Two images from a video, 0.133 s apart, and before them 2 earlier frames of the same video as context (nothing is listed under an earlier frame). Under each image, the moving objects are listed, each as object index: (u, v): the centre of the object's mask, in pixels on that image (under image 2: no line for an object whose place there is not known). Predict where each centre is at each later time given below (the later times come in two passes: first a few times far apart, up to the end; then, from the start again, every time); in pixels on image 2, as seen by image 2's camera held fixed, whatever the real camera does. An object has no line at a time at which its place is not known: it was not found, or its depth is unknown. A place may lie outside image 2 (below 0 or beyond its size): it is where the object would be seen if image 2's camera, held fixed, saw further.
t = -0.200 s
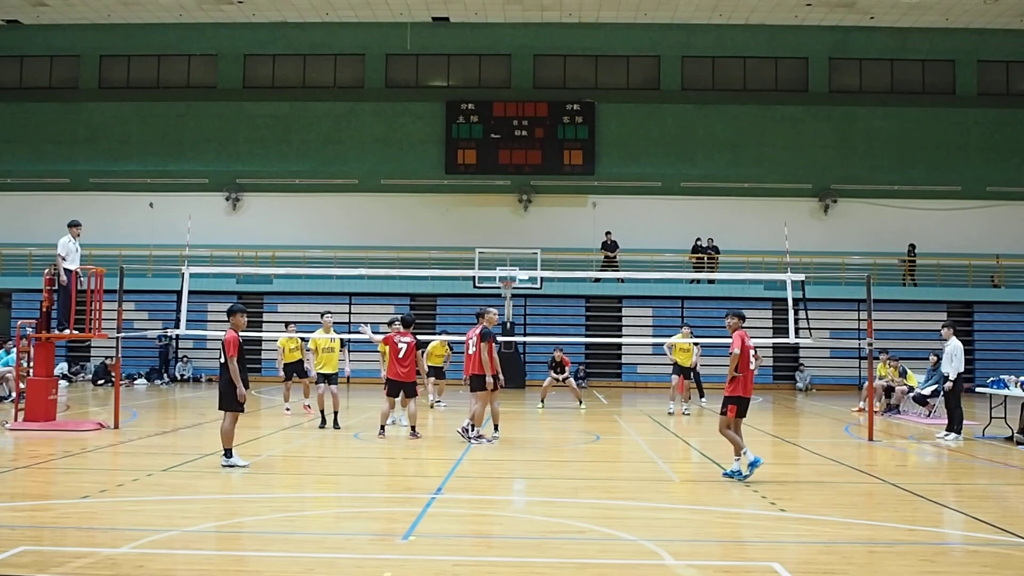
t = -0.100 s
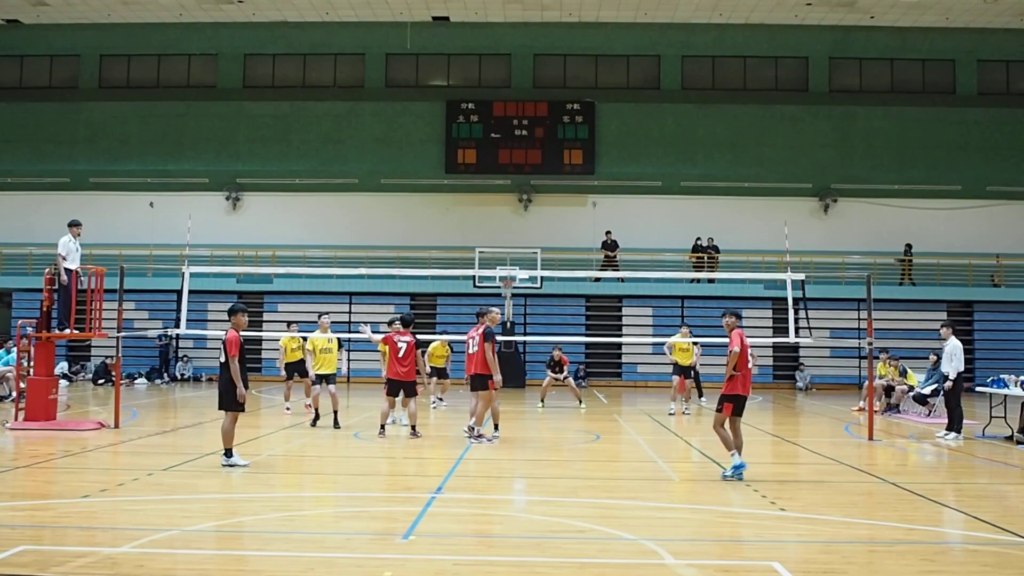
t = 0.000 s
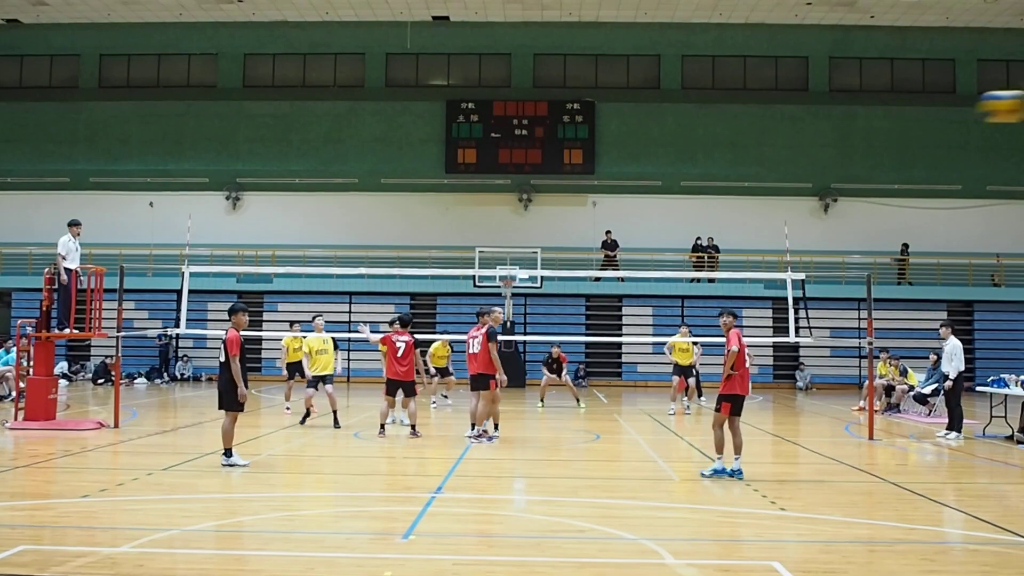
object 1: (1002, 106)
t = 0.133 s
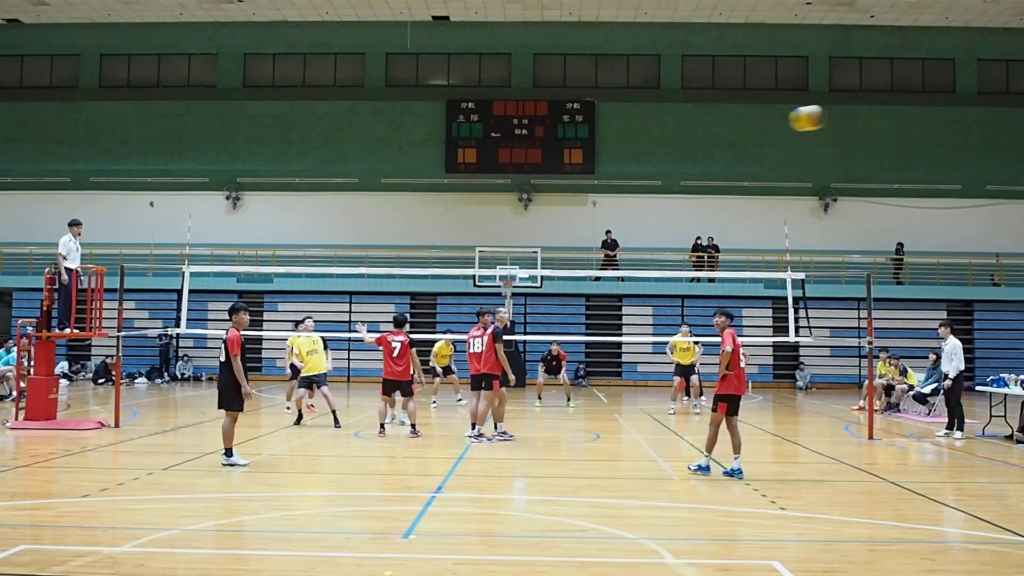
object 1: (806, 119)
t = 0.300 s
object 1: (664, 144)
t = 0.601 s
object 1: (532, 210)
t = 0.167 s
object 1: (773, 123)
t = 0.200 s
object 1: (741, 128)
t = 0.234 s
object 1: (713, 133)
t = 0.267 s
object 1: (687, 138)
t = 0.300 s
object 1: (664, 144)
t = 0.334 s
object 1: (644, 150)
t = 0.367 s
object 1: (625, 157)
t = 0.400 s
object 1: (609, 163)
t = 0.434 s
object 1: (593, 171)
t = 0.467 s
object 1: (579, 179)
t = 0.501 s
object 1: (566, 186)
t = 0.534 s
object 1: (554, 194)
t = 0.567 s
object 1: (542, 202)
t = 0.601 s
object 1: (532, 210)
